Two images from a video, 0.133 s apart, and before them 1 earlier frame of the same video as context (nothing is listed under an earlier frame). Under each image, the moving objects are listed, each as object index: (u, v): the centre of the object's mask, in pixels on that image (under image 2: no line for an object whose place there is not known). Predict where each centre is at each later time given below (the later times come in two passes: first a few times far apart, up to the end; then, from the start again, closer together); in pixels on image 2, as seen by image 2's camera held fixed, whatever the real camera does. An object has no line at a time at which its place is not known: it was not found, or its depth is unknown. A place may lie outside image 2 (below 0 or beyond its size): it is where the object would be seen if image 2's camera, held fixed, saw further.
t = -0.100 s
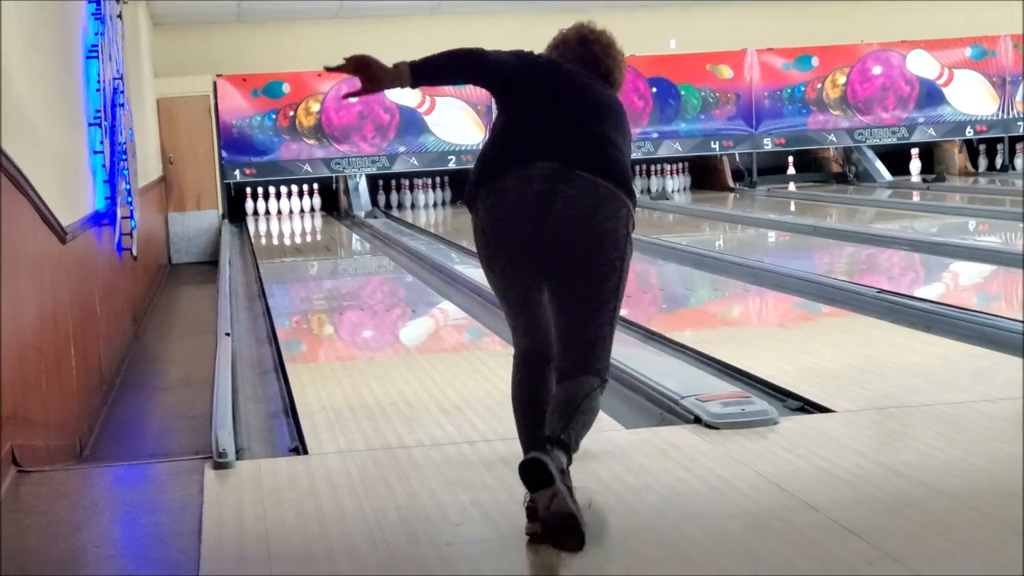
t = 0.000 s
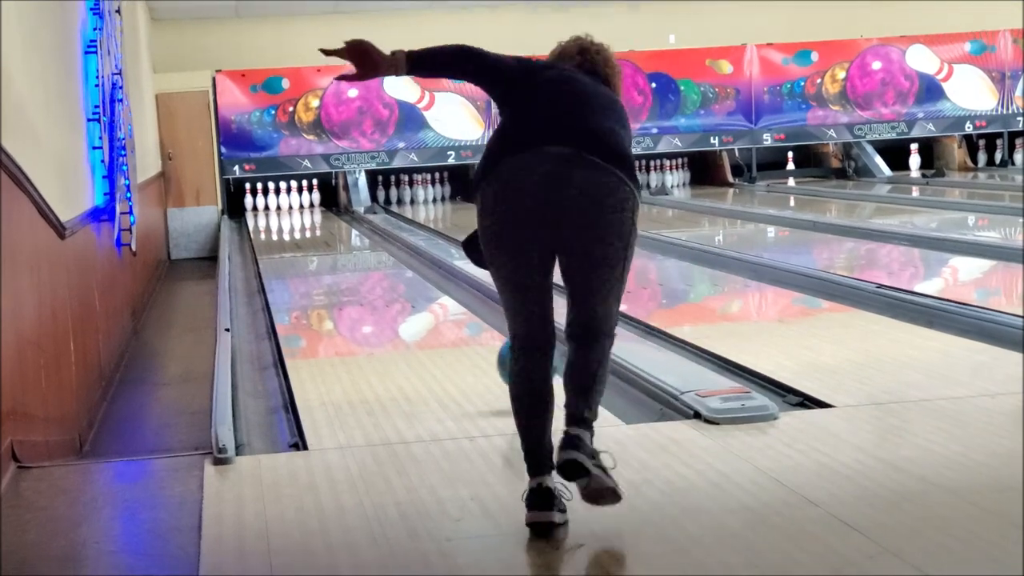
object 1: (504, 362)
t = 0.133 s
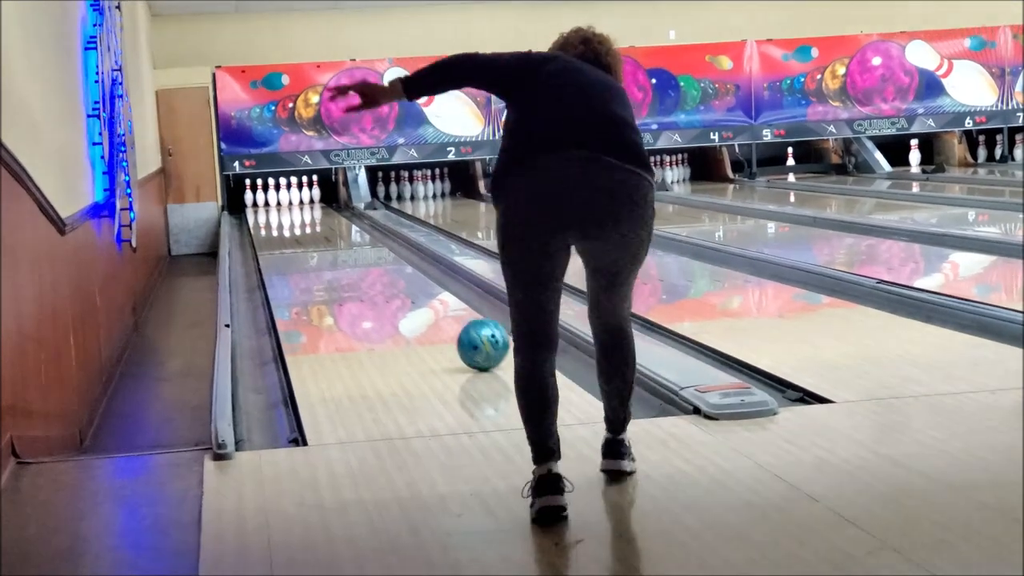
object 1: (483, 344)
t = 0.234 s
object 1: (456, 325)
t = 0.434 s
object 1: (416, 295)
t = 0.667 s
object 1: (382, 271)
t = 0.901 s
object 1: (357, 253)
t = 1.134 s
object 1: (339, 239)
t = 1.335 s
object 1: (325, 229)
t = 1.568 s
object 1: (313, 220)
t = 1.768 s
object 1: (303, 214)
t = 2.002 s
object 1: (296, 208)
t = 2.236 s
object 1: (288, 204)
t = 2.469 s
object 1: (280, 199)
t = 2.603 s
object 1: (274, 198)
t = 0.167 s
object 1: (473, 337)
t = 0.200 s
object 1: (465, 331)
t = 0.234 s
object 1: (456, 325)
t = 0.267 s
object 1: (449, 319)
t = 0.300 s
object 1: (441, 314)
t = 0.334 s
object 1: (434, 308)
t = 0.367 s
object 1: (428, 304)
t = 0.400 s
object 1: (422, 299)
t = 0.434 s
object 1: (416, 295)
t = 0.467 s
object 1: (410, 291)
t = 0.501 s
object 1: (405, 287)
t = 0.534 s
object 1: (400, 283)
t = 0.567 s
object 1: (395, 280)
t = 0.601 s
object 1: (390, 277)
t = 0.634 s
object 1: (386, 274)
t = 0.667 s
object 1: (382, 271)
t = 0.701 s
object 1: (378, 268)
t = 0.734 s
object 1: (374, 265)
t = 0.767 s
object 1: (370, 263)
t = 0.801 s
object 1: (366, 260)
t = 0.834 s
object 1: (364, 258)
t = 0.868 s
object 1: (360, 255)
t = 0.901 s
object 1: (357, 253)
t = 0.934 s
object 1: (354, 251)
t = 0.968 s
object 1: (352, 249)
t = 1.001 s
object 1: (349, 247)
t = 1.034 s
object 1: (346, 245)
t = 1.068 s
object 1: (344, 243)
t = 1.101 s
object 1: (341, 241)
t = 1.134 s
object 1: (339, 239)
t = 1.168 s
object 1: (335, 237)
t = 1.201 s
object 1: (334, 236)
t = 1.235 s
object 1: (331, 235)
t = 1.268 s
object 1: (329, 233)
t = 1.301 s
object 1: (327, 231)
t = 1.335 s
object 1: (325, 229)
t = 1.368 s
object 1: (323, 228)
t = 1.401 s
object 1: (320, 227)
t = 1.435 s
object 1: (319, 226)
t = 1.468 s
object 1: (317, 224)
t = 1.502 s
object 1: (316, 223)
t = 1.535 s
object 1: (314, 222)
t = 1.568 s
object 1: (313, 220)
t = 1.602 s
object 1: (311, 220)
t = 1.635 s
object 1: (310, 218)
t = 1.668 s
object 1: (308, 218)
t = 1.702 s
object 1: (306, 216)
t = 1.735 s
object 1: (305, 215)
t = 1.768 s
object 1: (303, 214)
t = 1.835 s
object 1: (302, 213)
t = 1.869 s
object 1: (301, 212)
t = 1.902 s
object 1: (300, 211)
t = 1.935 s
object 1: (298, 210)
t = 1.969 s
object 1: (297, 210)
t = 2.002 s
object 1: (296, 208)
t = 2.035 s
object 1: (294, 208)
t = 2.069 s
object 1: (293, 207)
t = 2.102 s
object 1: (293, 206)
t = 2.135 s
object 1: (291, 206)
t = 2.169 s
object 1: (290, 205)
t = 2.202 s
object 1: (289, 204)
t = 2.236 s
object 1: (288, 204)
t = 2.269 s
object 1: (286, 203)
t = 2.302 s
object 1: (286, 202)
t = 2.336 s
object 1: (285, 201)
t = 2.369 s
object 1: (284, 201)
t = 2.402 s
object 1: (284, 200)
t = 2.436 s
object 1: (282, 200)
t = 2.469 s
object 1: (280, 199)
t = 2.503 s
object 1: (277, 198)
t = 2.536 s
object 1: (276, 198)
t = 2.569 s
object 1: (274, 198)
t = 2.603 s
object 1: (274, 198)
